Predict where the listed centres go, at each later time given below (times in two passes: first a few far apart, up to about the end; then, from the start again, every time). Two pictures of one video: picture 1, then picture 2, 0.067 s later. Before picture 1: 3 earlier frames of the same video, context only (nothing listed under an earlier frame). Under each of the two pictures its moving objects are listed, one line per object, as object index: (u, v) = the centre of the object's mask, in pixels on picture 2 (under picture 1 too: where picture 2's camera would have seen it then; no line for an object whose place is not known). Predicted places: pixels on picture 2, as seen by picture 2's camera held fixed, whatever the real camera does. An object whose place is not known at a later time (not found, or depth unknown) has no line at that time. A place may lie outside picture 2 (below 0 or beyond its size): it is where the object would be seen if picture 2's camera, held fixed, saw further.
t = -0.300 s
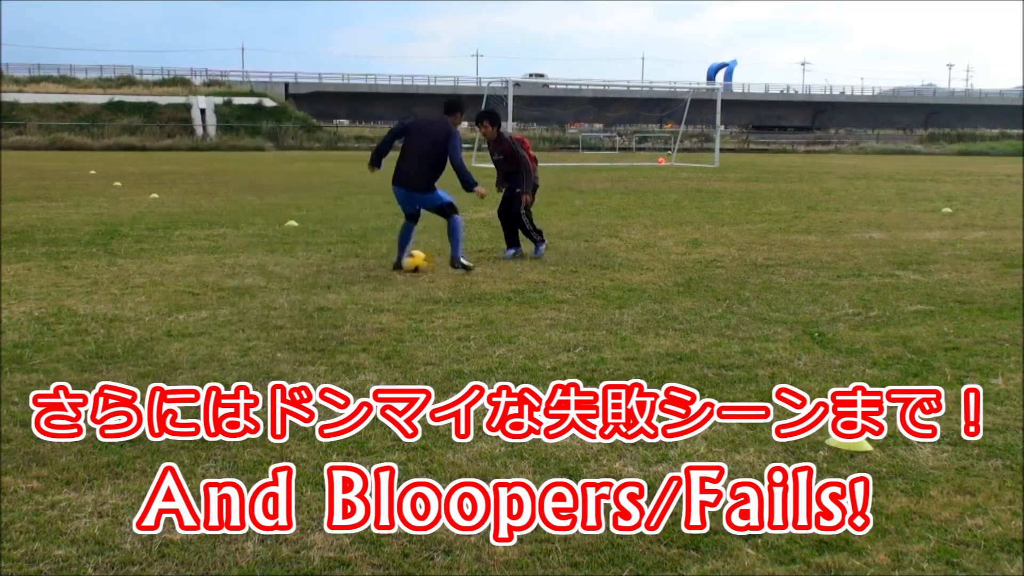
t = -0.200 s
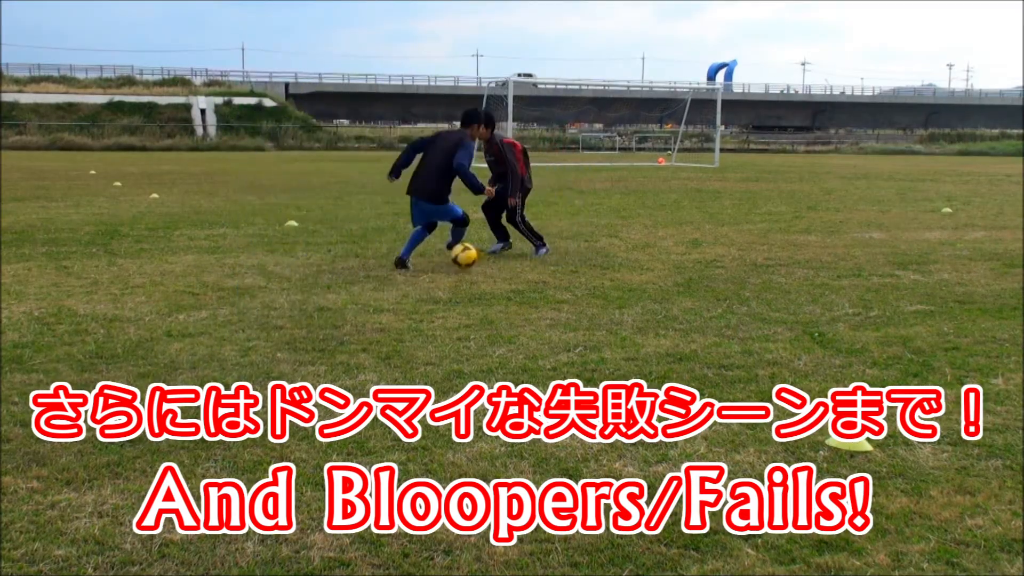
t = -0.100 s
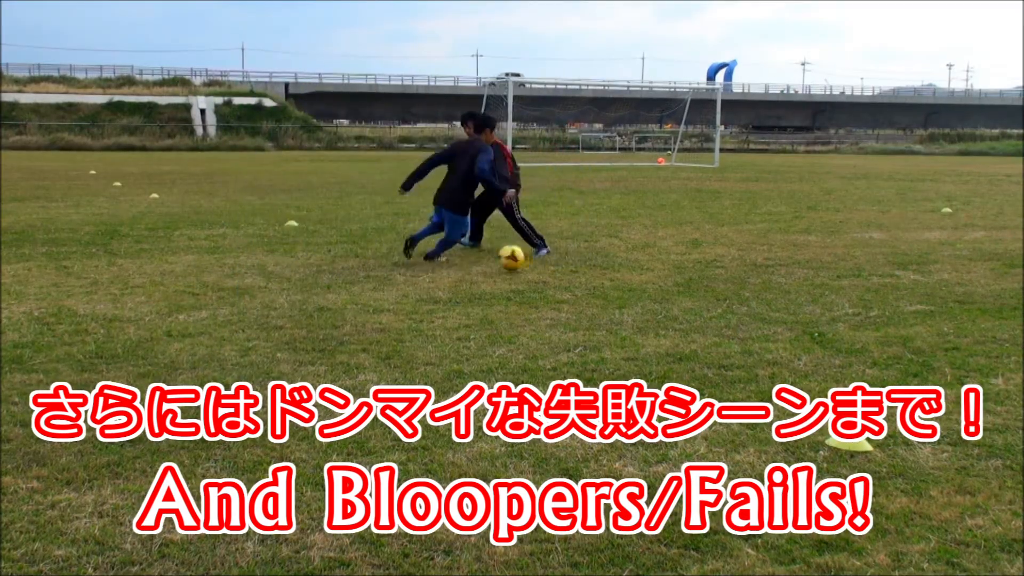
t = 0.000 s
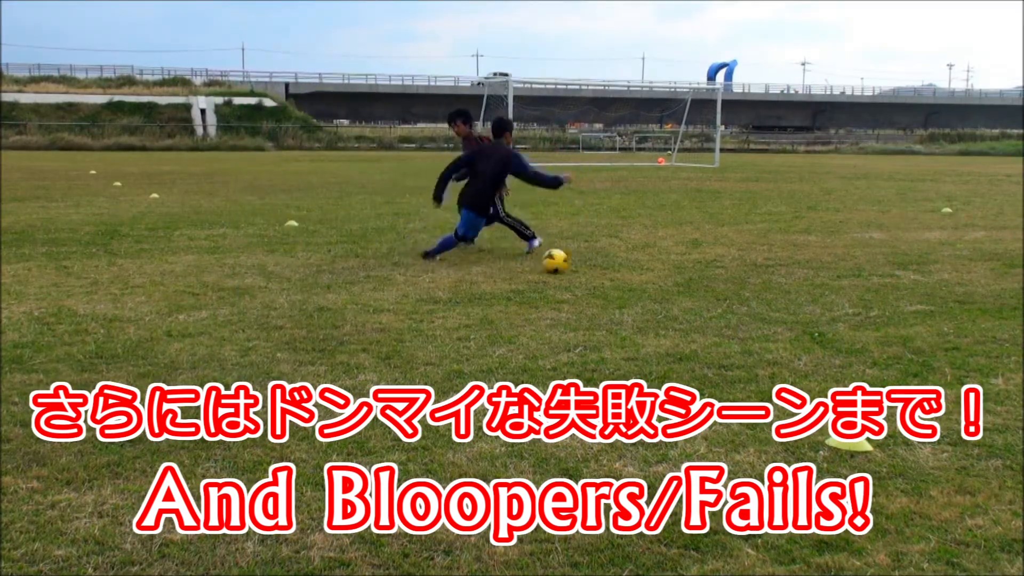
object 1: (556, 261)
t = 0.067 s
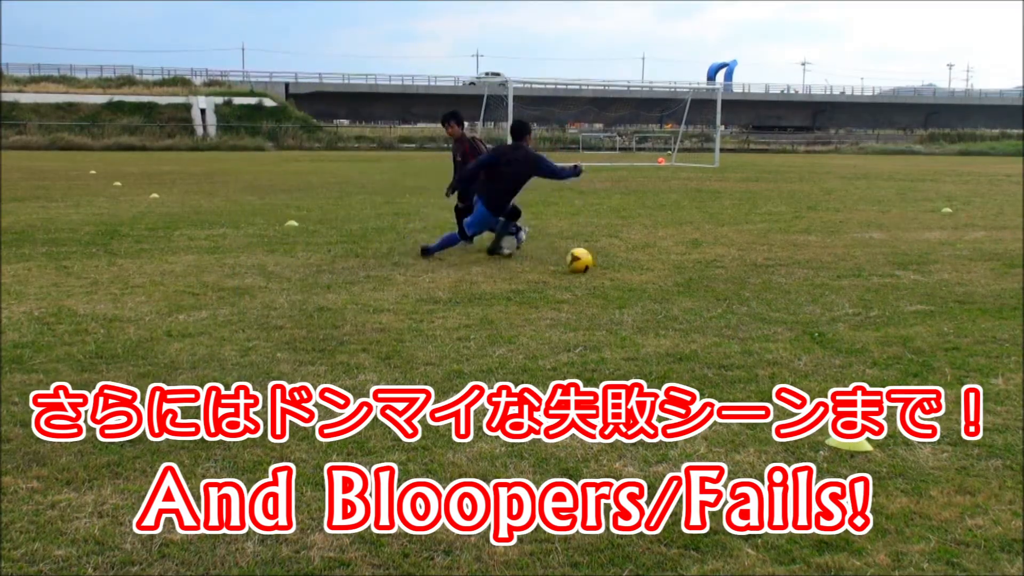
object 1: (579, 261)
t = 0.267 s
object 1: (645, 261)
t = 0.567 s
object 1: (727, 260)
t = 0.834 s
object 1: (790, 257)
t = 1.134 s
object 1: (851, 255)
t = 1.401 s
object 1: (895, 253)
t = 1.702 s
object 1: (936, 251)
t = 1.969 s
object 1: (968, 250)
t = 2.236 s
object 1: (993, 249)
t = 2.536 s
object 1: (1014, 248)
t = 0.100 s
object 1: (592, 261)
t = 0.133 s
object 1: (604, 261)
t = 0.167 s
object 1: (614, 261)
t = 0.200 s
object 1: (625, 261)
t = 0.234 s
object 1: (635, 260)
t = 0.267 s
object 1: (645, 261)
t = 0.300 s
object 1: (655, 261)
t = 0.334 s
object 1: (664, 261)
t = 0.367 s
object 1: (673, 259)
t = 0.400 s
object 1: (684, 260)
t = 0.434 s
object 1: (692, 259)
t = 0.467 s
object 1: (701, 259)
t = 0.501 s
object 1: (710, 259)
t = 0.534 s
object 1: (718, 259)
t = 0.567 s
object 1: (727, 260)
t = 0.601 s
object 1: (735, 260)
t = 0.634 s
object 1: (743, 258)
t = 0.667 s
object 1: (752, 257)
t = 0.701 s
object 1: (759, 257)
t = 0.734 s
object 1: (767, 258)
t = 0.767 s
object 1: (775, 258)
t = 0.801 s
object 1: (782, 258)
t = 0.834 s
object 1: (790, 257)
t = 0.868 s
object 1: (798, 257)
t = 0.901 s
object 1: (804, 257)
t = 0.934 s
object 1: (811, 256)
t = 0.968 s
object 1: (818, 256)
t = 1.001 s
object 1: (825, 256)
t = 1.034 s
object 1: (831, 255)
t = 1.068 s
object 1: (839, 255)
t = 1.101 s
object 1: (844, 255)
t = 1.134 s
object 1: (851, 255)
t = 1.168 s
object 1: (857, 255)
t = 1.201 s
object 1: (863, 255)
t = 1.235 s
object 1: (868, 255)
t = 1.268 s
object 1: (874, 254)
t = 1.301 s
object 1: (880, 253)
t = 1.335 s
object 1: (885, 254)
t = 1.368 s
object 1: (891, 254)
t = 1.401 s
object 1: (895, 253)
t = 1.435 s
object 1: (901, 251)
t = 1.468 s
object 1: (905, 250)
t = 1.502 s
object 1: (909, 250)
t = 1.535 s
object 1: (914, 251)
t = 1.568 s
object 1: (919, 252)
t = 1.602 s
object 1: (923, 252)
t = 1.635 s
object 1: (927, 252)
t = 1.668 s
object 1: (932, 251)
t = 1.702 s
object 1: (936, 251)
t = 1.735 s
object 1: (940, 251)
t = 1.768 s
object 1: (944, 252)
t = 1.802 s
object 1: (949, 252)
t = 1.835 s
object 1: (953, 251)
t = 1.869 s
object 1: (957, 250)
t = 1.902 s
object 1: (961, 250)
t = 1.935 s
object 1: (964, 250)
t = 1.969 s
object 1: (968, 250)
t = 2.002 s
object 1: (971, 249)
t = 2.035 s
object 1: (974, 249)
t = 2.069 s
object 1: (978, 250)
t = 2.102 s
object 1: (980, 250)
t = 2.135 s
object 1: (984, 250)
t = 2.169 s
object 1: (987, 250)
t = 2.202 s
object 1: (990, 249)
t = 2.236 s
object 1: (993, 249)
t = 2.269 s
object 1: (997, 249)
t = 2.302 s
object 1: (998, 249)
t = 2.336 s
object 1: (1001, 248)
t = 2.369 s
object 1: (1003, 249)
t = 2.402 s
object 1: (1006, 249)
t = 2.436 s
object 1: (1008, 248)
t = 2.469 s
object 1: (1010, 248)
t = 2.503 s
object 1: (1012, 248)
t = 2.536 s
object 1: (1014, 248)
